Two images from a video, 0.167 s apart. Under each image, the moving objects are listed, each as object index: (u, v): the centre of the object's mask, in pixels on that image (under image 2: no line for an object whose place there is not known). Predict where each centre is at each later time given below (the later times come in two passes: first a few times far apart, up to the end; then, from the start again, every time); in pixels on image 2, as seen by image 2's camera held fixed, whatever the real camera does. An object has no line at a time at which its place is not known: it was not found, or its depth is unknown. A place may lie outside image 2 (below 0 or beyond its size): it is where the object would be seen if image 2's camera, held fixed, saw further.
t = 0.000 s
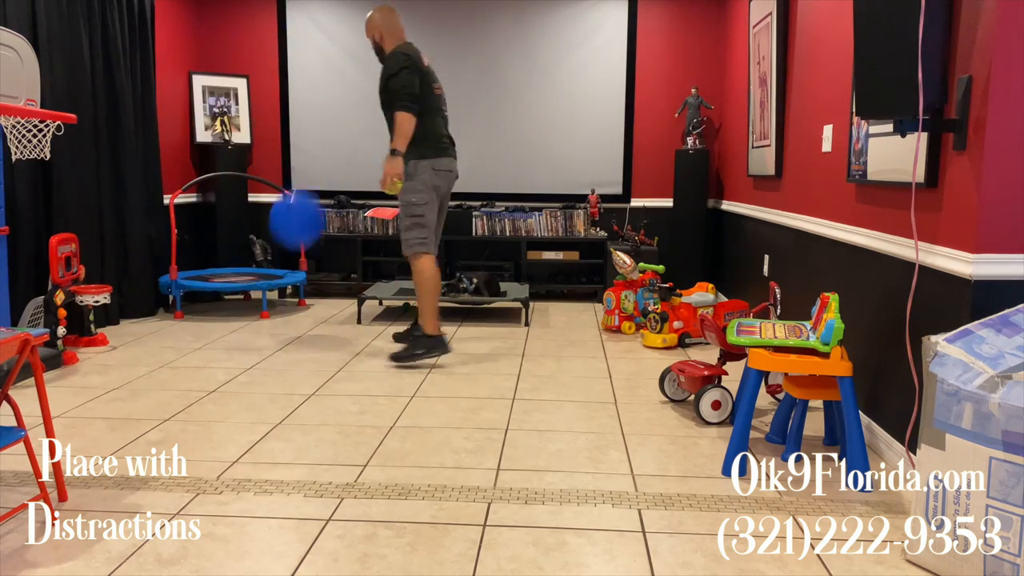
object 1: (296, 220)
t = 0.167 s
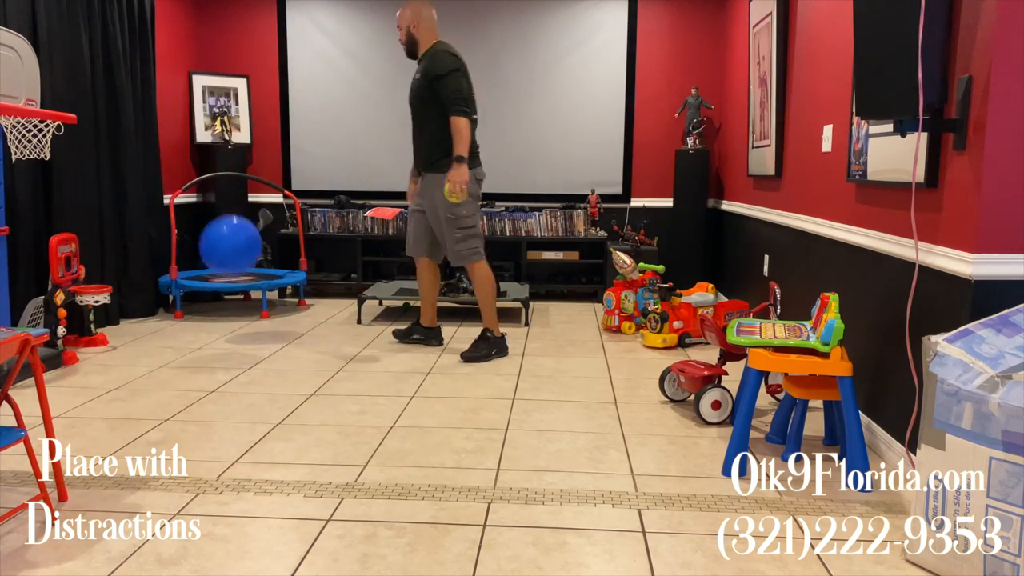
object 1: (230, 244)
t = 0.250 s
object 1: (215, 197)
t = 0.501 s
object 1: (188, 158)
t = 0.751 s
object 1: (175, 264)
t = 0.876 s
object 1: (170, 341)
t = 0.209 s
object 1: (222, 219)
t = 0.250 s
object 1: (215, 197)
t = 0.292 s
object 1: (209, 178)
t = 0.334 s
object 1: (204, 165)
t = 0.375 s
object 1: (198, 156)
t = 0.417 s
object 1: (194, 152)
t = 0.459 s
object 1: (191, 152)
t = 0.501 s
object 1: (188, 158)
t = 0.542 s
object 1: (185, 167)
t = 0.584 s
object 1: (183, 180)
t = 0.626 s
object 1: (181, 196)
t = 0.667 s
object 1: (179, 216)
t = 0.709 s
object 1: (177, 238)
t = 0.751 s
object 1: (175, 264)
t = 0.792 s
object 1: (173, 291)
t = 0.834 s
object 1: (172, 322)
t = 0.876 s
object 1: (170, 341)
